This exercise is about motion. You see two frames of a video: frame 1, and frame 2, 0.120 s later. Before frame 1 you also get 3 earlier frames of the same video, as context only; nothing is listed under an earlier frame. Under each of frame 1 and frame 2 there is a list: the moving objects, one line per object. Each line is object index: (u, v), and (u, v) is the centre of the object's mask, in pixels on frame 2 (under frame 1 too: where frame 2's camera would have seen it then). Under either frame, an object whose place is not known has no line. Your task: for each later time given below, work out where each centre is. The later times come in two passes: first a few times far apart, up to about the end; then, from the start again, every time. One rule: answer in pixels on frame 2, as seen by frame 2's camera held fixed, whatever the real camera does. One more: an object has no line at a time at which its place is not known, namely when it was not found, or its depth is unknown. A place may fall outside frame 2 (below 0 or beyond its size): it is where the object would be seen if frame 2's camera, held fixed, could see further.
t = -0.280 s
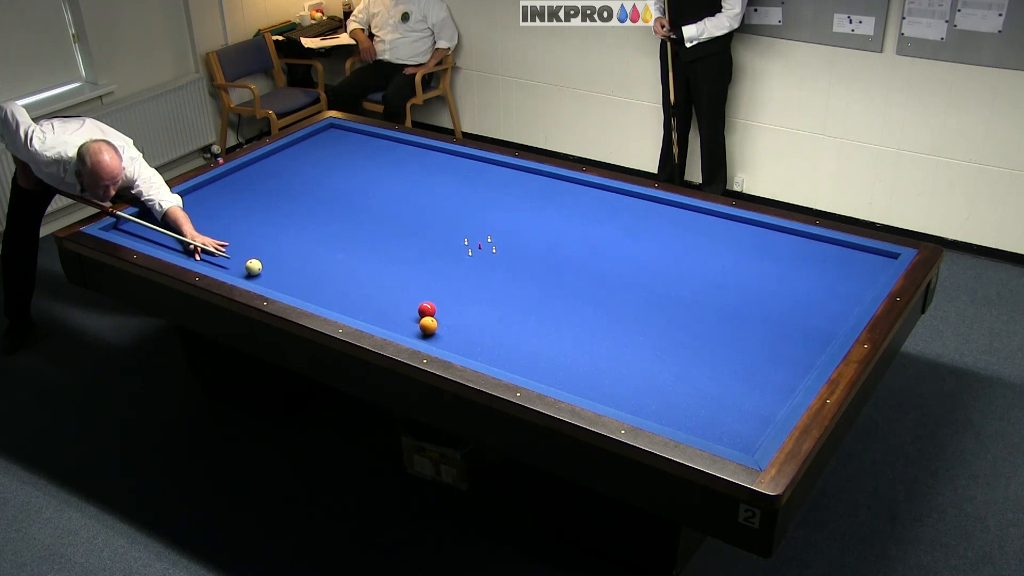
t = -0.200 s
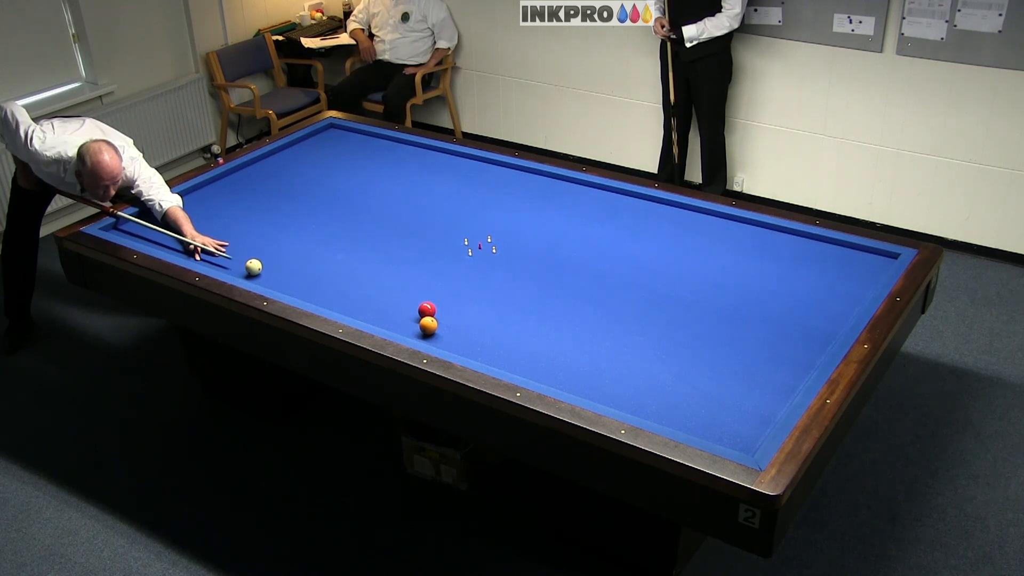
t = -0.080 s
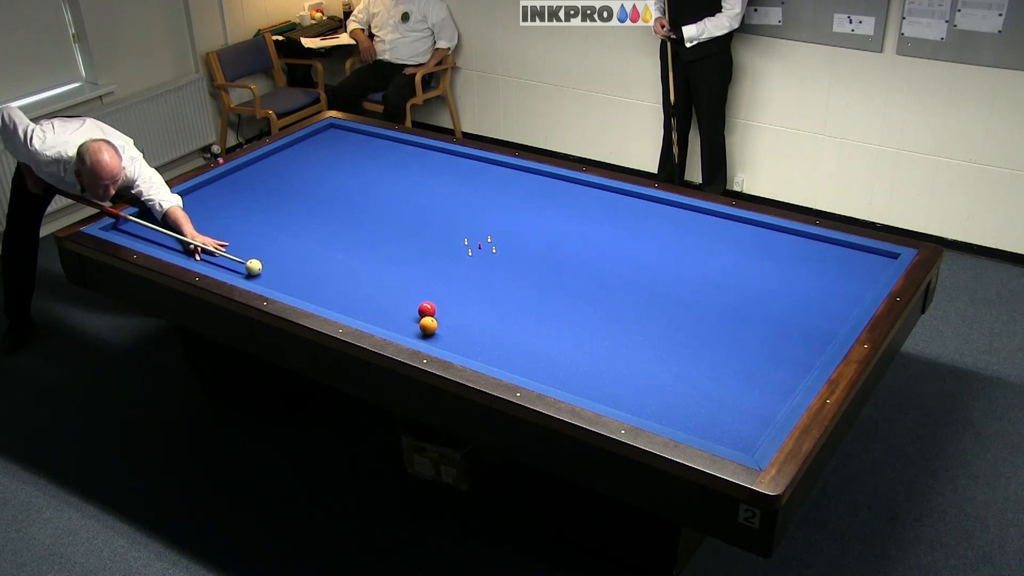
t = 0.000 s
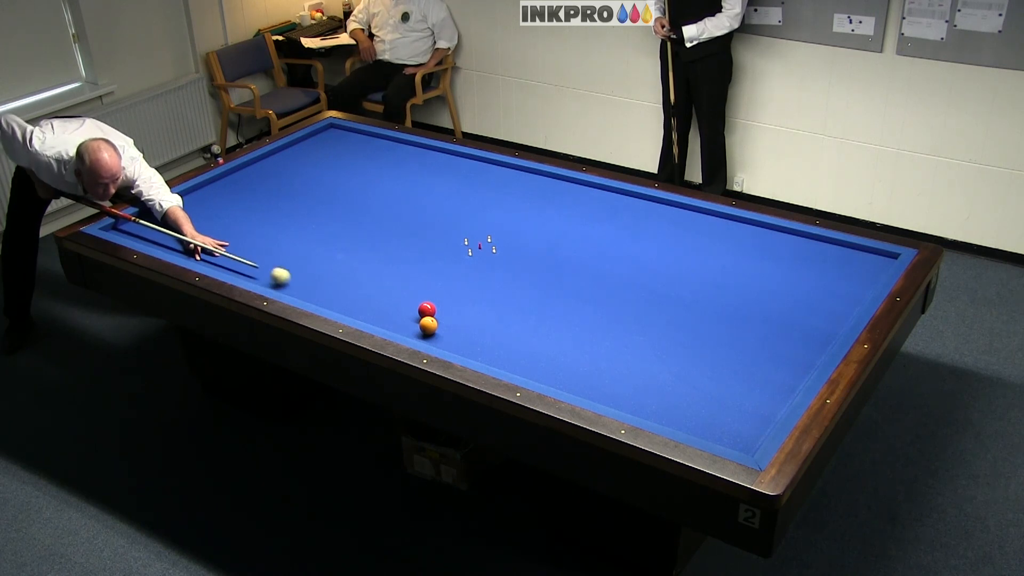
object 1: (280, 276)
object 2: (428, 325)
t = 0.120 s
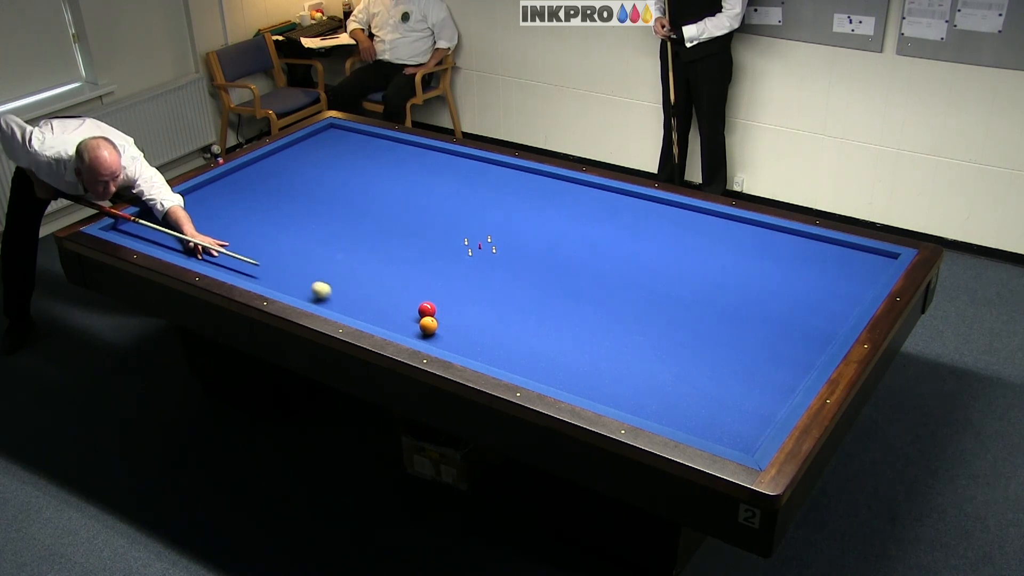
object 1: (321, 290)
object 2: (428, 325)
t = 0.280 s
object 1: (377, 309)
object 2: (428, 325)
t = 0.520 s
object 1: (410, 330)
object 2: (485, 335)
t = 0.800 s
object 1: (434, 337)
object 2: (570, 351)
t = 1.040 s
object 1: (457, 338)
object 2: (639, 363)
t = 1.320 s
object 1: (484, 340)
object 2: (722, 378)
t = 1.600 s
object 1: (509, 342)
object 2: (782, 387)
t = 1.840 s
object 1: (530, 344)
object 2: (747, 370)
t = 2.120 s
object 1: (553, 345)
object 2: (711, 353)
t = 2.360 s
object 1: (572, 347)
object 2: (683, 340)
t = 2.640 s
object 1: (594, 348)
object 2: (652, 324)
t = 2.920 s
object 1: (614, 349)
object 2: (623, 311)
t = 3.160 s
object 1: (630, 351)
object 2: (601, 299)
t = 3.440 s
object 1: (647, 352)
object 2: (575, 287)
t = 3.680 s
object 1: (662, 353)
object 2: (555, 278)
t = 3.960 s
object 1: (677, 355)
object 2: (533, 267)
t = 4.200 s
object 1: (689, 355)
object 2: (515, 259)
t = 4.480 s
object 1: (702, 356)
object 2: (496, 249)
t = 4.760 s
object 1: (714, 357)
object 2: (478, 241)
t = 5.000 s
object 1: (723, 358)
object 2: (464, 235)
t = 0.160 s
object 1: (335, 295)
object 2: (428, 325)
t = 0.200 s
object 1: (348, 300)
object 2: (428, 325)
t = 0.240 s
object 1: (363, 304)
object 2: (428, 325)
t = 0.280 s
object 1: (377, 309)
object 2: (428, 325)
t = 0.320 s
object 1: (392, 314)
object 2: (428, 325)
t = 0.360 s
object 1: (406, 320)
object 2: (428, 325)
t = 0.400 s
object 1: (411, 323)
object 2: (438, 326)
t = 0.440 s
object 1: (410, 326)
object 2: (455, 329)
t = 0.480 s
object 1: (410, 328)
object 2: (470, 332)
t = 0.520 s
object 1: (410, 330)
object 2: (485, 335)
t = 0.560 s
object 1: (411, 332)
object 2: (499, 338)
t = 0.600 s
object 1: (414, 333)
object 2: (512, 340)
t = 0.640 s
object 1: (419, 334)
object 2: (525, 342)
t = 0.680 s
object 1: (422, 334)
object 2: (536, 345)
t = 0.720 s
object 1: (426, 335)
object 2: (547, 347)
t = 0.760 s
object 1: (430, 336)
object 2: (559, 349)
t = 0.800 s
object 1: (434, 337)
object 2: (570, 351)
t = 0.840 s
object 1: (438, 337)
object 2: (582, 353)
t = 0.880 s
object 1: (442, 337)
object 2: (593, 355)
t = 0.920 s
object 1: (445, 337)
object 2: (605, 357)
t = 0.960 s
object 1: (449, 338)
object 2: (616, 359)
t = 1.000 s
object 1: (453, 338)
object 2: (628, 361)
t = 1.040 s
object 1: (457, 338)
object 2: (639, 363)
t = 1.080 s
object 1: (461, 339)
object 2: (651, 366)
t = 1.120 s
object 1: (465, 339)
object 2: (663, 368)
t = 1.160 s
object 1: (469, 339)
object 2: (675, 370)
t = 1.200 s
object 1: (473, 339)
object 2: (686, 372)
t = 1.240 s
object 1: (476, 339)
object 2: (698, 374)
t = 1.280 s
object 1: (480, 340)
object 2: (711, 376)
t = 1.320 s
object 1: (484, 340)
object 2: (722, 378)
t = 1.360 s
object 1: (487, 340)
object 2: (734, 380)
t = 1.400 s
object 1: (491, 341)
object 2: (746, 383)
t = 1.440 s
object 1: (495, 341)
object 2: (758, 385)
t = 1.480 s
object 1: (499, 341)
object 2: (771, 387)
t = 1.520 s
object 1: (502, 342)
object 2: (783, 389)
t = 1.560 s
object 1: (506, 342)
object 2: (790, 389)
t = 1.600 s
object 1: (509, 342)
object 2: (782, 387)
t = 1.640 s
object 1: (513, 342)
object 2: (775, 384)
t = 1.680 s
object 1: (517, 343)
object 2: (769, 381)
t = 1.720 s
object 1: (520, 343)
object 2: (763, 378)
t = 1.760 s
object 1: (523, 343)
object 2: (758, 376)
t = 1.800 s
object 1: (527, 343)
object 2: (753, 373)
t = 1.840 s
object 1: (530, 344)
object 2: (747, 370)
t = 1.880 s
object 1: (534, 344)
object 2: (742, 368)
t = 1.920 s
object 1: (537, 344)
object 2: (737, 365)
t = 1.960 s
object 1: (540, 344)
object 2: (731, 363)
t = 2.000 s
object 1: (544, 345)
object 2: (727, 361)
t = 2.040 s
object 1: (547, 345)
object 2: (722, 358)
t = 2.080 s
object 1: (550, 345)
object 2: (716, 355)
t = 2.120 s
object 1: (553, 345)
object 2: (711, 353)
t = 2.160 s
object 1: (557, 346)
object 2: (707, 351)
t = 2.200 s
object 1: (560, 346)
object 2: (702, 348)
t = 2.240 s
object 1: (563, 346)
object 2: (697, 346)
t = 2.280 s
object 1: (566, 346)
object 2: (693, 344)
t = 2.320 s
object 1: (569, 347)
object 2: (688, 342)
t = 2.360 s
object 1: (572, 347)
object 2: (683, 340)
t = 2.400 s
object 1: (576, 347)
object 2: (679, 337)
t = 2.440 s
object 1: (579, 347)
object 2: (674, 335)
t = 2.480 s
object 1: (582, 347)
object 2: (670, 333)
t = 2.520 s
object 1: (585, 348)
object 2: (665, 331)
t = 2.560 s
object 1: (588, 348)
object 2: (661, 328)
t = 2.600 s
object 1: (591, 348)
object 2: (656, 327)
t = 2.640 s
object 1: (594, 348)
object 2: (652, 324)
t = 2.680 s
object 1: (597, 348)
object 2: (648, 322)
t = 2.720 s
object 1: (600, 348)
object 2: (644, 320)
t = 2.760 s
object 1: (602, 349)
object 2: (640, 318)
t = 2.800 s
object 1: (605, 349)
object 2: (636, 316)
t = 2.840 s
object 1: (608, 349)
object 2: (632, 314)
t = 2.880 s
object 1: (611, 349)
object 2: (628, 312)
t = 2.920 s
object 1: (614, 349)
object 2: (623, 311)
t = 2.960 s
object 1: (616, 350)
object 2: (620, 309)
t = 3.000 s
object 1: (619, 350)
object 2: (616, 307)
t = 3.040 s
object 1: (622, 350)
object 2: (612, 305)
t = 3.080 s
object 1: (624, 350)
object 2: (608, 303)
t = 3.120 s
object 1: (627, 350)
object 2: (604, 301)
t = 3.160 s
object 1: (630, 351)
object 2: (601, 299)
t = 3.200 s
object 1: (632, 351)
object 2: (597, 298)
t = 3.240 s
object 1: (635, 351)
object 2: (593, 296)
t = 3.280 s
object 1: (638, 351)
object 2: (589, 294)
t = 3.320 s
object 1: (640, 351)
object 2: (586, 293)
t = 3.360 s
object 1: (643, 352)
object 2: (582, 291)
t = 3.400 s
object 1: (645, 352)
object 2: (579, 289)
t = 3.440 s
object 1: (647, 352)
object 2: (575, 287)
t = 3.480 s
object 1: (650, 352)
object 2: (572, 286)
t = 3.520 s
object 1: (652, 352)
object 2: (568, 284)
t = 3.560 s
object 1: (655, 353)
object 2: (565, 282)
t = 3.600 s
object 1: (657, 353)
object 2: (562, 281)
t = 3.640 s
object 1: (659, 353)
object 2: (558, 279)
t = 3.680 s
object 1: (662, 353)
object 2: (555, 278)
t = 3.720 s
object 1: (664, 353)
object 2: (552, 276)
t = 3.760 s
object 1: (666, 353)
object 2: (548, 275)
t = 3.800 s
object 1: (668, 354)
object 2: (545, 273)
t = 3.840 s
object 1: (671, 354)
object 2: (542, 272)
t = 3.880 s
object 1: (673, 354)
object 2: (539, 270)
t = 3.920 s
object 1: (675, 355)
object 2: (536, 269)
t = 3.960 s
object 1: (677, 355)
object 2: (533, 267)
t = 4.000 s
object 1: (679, 355)
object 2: (530, 266)
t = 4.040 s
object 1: (681, 355)
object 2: (527, 264)
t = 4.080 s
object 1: (683, 355)
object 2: (524, 263)
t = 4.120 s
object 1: (685, 355)
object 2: (521, 262)
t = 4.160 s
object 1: (687, 355)
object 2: (518, 260)
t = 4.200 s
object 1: (689, 355)
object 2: (515, 259)
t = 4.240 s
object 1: (691, 355)
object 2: (512, 257)
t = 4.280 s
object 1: (693, 356)
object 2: (509, 256)
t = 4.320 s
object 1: (695, 356)
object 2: (507, 255)
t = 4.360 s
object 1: (697, 356)
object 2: (504, 254)
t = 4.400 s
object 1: (699, 356)
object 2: (501, 252)
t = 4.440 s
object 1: (700, 356)
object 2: (499, 251)
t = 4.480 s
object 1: (702, 356)
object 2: (496, 249)
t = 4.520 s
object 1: (704, 356)
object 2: (493, 248)
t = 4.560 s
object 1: (706, 356)
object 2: (491, 247)
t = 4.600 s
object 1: (707, 357)
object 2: (488, 246)
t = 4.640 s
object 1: (709, 356)
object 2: (486, 245)
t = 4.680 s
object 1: (711, 357)
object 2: (483, 244)
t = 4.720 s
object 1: (713, 357)
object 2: (481, 242)
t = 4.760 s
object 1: (714, 357)
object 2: (478, 241)
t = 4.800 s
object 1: (716, 357)
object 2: (476, 240)
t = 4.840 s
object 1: (717, 357)
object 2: (473, 239)
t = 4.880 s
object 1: (719, 357)
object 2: (471, 238)
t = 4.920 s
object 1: (720, 357)
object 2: (469, 237)
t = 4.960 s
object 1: (722, 358)
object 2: (466, 236)
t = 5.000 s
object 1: (723, 358)
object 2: (464, 235)
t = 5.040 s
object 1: (725, 358)
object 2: (462, 234)
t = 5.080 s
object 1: (726, 358)
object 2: (460, 233)
